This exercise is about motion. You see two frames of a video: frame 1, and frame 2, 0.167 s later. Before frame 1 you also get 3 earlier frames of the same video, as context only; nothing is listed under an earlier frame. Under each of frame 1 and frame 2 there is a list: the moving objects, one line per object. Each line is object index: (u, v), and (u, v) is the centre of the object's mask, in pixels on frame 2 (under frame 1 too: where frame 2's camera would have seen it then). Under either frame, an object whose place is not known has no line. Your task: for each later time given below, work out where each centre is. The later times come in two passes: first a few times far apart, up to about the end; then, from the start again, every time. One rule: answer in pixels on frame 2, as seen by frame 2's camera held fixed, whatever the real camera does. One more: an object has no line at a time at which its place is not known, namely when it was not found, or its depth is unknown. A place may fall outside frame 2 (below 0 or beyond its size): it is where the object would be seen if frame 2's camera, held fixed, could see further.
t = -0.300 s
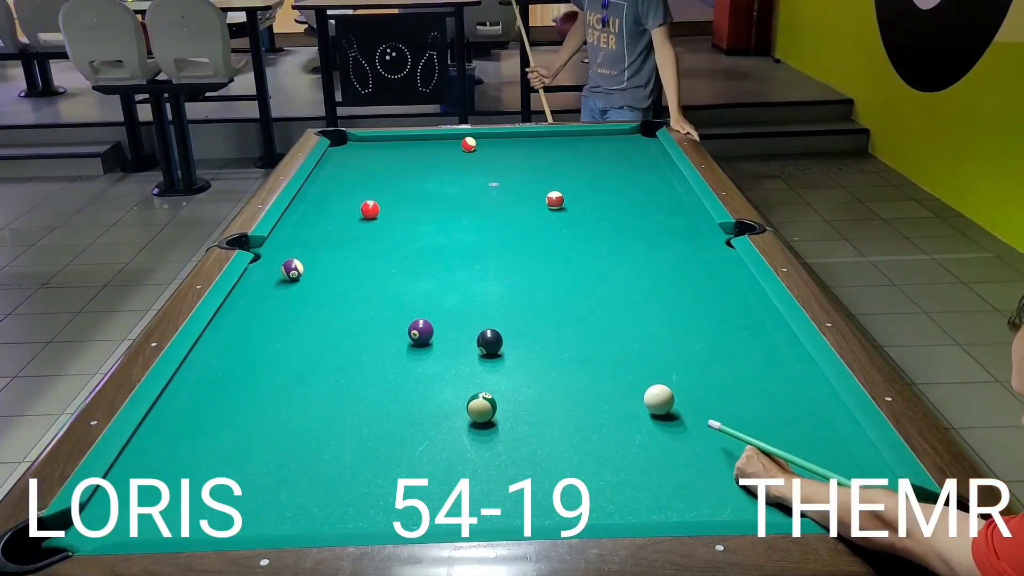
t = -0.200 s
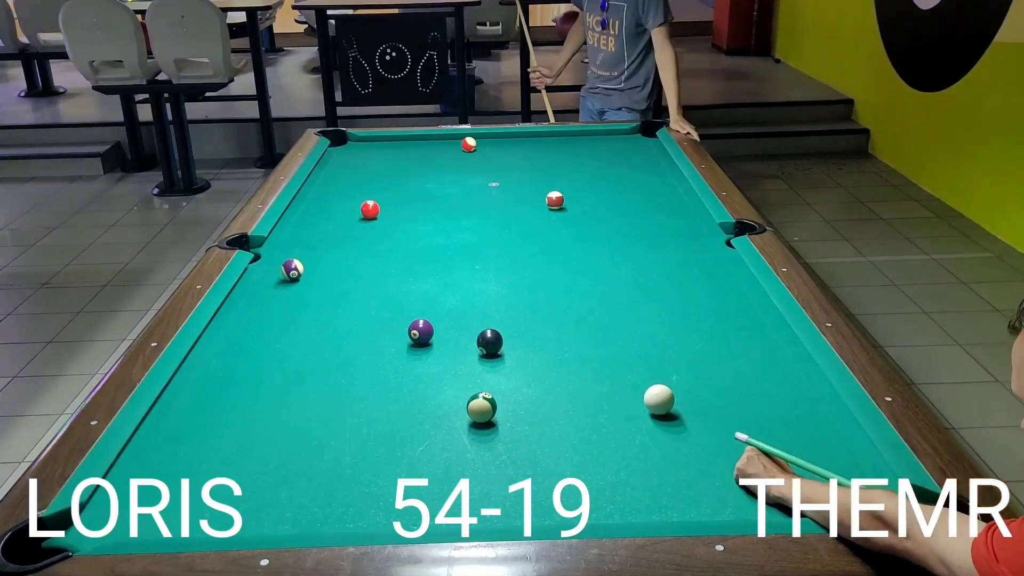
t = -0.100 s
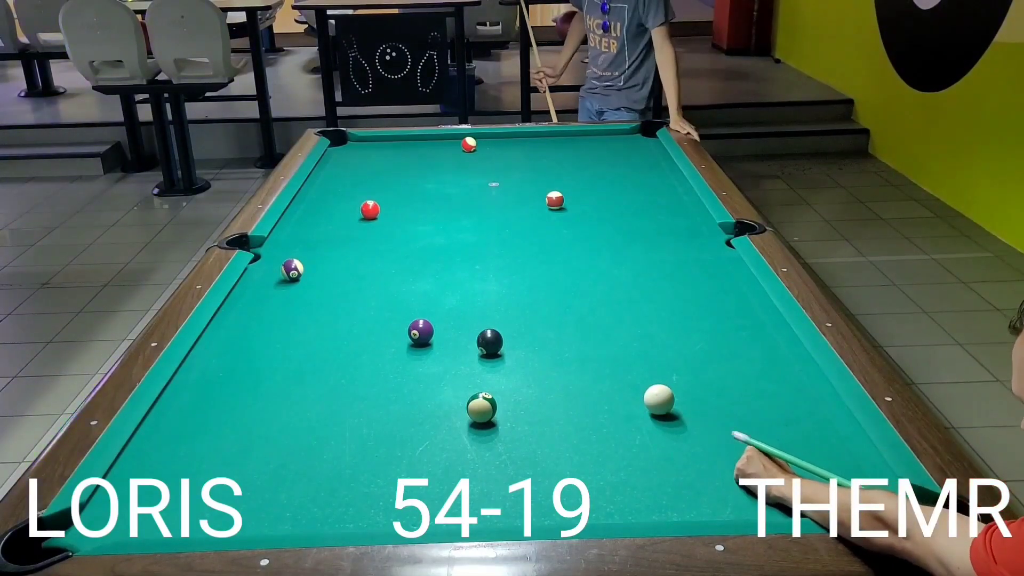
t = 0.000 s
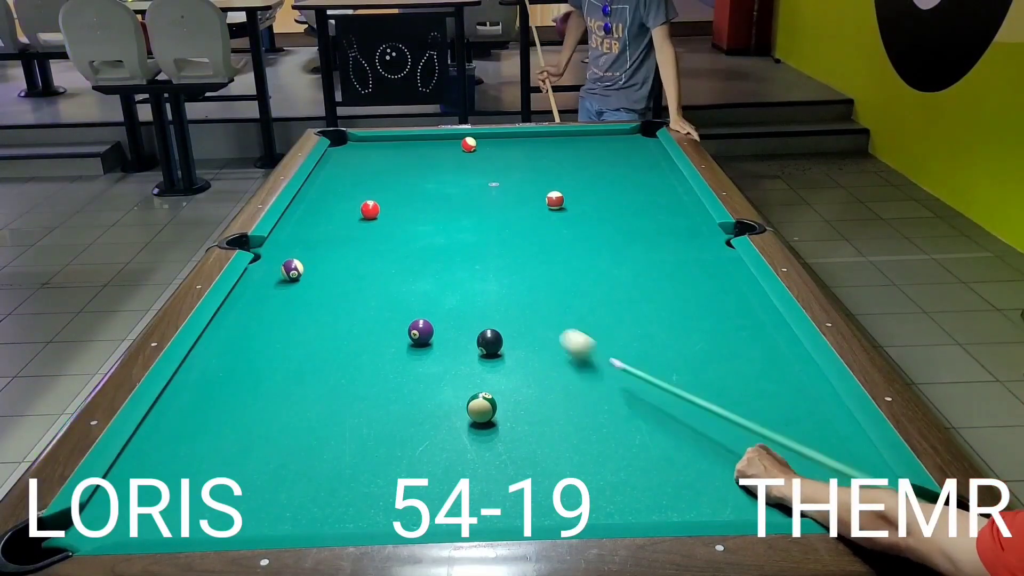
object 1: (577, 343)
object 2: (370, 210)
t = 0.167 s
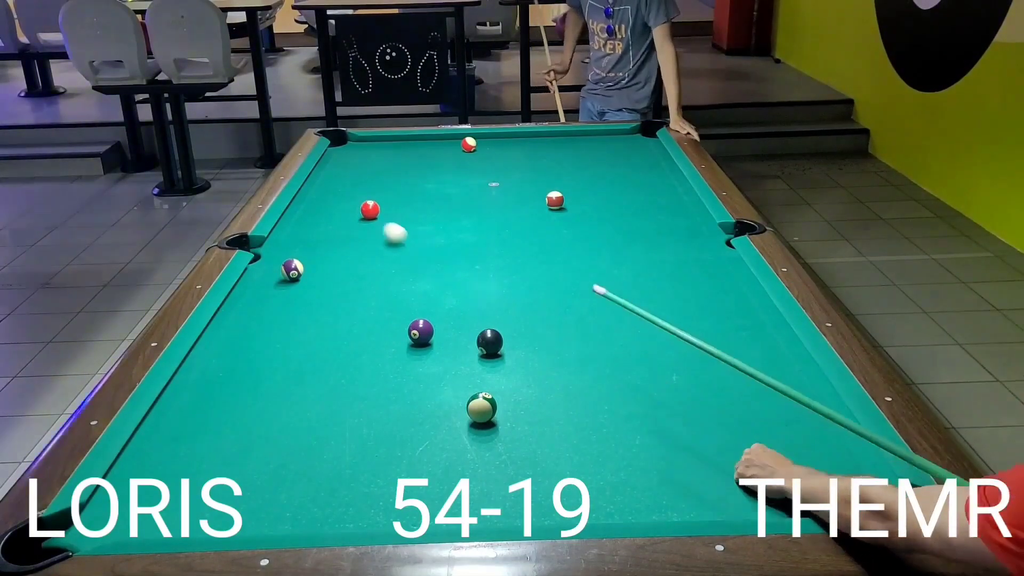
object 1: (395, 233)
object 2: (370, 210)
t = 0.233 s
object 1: (339, 215)
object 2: (377, 200)
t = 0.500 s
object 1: (401, 209)
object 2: (420, 139)
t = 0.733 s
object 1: (496, 200)
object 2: (413, 175)
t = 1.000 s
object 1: (596, 190)
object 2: (402, 227)
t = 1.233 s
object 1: (678, 181)
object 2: (388, 292)
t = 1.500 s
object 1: (628, 181)
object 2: (364, 407)
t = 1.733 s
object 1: (587, 181)
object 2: (346, 492)
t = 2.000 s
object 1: (544, 182)
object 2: (374, 389)
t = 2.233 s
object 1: (507, 182)
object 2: (390, 330)
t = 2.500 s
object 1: (466, 182)
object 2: (403, 278)
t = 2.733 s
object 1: (432, 183)
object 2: (413, 243)
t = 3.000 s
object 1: (394, 184)
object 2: (421, 210)
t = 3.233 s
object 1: (362, 184)
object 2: (426, 187)
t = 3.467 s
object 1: (331, 185)
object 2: (431, 167)
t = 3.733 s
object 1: (318, 185)
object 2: (436, 148)
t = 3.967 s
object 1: (334, 185)
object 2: (438, 138)
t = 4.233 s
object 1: (351, 185)
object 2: (435, 150)
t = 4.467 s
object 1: (365, 185)
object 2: (432, 162)
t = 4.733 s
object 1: (379, 184)
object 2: (428, 175)
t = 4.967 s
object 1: (390, 185)
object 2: (425, 188)
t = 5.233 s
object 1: (401, 185)
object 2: (421, 203)
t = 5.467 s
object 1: (410, 185)
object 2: (416, 218)
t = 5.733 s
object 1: (418, 185)
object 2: (409, 235)
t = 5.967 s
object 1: (424, 186)
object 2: (403, 253)
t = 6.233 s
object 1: (430, 186)
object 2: (395, 274)
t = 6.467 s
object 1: (434, 186)
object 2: (386, 294)
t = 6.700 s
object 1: (436, 186)
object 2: (377, 315)
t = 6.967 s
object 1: (438, 186)
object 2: (365, 342)
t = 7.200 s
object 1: (437, 187)
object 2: (354, 367)
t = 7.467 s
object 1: (437, 187)
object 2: (341, 399)
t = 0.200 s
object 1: (370, 218)
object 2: (370, 206)
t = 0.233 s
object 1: (339, 215)
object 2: (377, 200)
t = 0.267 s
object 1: (308, 214)
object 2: (384, 189)
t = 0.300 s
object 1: (297, 214)
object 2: (391, 179)
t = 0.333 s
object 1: (316, 213)
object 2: (398, 169)
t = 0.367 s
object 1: (334, 213)
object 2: (404, 161)
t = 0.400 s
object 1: (352, 212)
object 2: (409, 153)
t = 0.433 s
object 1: (369, 211)
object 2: (414, 146)
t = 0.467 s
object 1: (385, 210)
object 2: (418, 140)
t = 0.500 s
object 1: (401, 209)
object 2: (420, 139)
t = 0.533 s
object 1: (415, 208)
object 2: (419, 143)
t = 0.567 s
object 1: (430, 207)
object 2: (418, 149)
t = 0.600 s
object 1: (443, 206)
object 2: (417, 154)
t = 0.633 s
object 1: (456, 204)
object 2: (416, 159)
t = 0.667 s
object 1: (470, 203)
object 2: (415, 164)
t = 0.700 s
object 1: (483, 202)
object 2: (414, 169)
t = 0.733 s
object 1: (496, 200)
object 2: (413, 175)
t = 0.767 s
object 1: (509, 199)
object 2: (412, 180)
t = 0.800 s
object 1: (521, 197)
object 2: (411, 186)
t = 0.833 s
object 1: (534, 196)
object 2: (409, 192)
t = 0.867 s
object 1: (544, 193)
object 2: (408, 199)
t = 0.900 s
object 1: (560, 191)
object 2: (407, 205)
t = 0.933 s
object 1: (572, 192)
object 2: (405, 212)
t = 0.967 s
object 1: (584, 191)
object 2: (404, 219)
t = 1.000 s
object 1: (596, 190)
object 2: (402, 227)
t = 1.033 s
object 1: (608, 188)
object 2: (400, 235)
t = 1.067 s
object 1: (620, 187)
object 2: (398, 243)
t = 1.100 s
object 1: (631, 186)
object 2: (397, 252)
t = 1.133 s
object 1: (643, 185)
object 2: (395, 261)
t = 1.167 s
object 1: (655, 184)
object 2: (393, 271)
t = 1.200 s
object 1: (667, 182)
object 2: (391, 281)
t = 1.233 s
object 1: (678, 181)
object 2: (388, 292)
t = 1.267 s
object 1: (672, 181)
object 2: (386, 303)
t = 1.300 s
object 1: (664, 181)
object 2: (383, 316)
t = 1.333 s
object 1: (657, 181)
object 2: (380, 328)
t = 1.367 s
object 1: (651, 181)
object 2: (377, 342)
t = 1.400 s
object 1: (645, 181)
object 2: (374, 356)
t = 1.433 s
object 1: (639, 181)
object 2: (371, 371)
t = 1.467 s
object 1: (633, 181)
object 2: (367, 389)
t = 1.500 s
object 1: (628, 181)
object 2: (364, 407)
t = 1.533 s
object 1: (622, 181)
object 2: (360, 425)
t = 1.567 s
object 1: (616, 181)
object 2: (355, 445)
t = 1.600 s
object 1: (610, 181)
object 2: (350, 467)
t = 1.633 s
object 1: (605, 181)
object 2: (345, 491)
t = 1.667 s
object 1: (599, 181)
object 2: (340, 514)
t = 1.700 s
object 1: (593, 181)
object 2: (341, 512)
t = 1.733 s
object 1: (587, 181)
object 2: (346, 492)
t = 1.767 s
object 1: (582, 181)
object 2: (351, 474)
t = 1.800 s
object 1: (576, 181)
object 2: (355, 458)
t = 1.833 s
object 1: (571, 181)
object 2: (359, 444)
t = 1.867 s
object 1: (565, 181)
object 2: (362, 431)
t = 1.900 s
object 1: (560, 181)
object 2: (365, 420)
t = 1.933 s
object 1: (554, 181)
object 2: (368, 409)
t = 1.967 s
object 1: (549, 182)
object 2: (371, 399)
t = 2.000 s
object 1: (544, 182)
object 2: (374, 389)
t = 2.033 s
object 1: (538, 182)
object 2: (376, 379)
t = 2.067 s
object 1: (533, 182)
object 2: (379, 370)
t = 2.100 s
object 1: (528, 182)
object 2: (381, 361)
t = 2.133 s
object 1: (522, 182)
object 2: (384, 353)
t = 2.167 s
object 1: (517, 182)
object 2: (386, 345)
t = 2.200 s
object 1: (512, 182)
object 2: (388, 337)
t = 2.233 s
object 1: (507, 182)
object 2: (390, 330)
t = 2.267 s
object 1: (502, 182)
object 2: (392, 322)
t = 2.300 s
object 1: (497, 182)
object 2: (394, 315)
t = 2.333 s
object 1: (491, 182)
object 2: (395, 308)
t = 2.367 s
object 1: (486, 182)
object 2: (397, 302)
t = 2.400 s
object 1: (481, 182)
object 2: (399, 296)
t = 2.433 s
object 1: (476, 182)
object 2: (400, 290)
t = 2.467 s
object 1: (471, 182)
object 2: (402, 284)
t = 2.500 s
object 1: (466, 182)
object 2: (403, 278)
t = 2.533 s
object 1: (461, 183)
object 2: (405, 273)
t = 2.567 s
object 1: (456, 183)
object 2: (406, 267)
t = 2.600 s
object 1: (452, 183)
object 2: (408, 262)
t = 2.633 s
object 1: (447, 183)
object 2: (409, 257)
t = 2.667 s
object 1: (442, 183)
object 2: (410, 252)
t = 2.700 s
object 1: (437, 183)
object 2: (411, 247)
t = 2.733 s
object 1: (432, 183)
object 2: (413, 243)
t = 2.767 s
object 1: (427, 183)
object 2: (414, 238)
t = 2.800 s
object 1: (422, 183)
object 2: (415, 234)
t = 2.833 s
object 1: (418, 183)
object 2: (416, 230)
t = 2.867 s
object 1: (413, 183)
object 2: (417, 226)
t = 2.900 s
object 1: (408, 184)
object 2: (418, 222)
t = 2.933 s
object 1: (403, 184)
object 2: (419, 218)
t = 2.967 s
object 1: (399, 184)
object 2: (420, 214)
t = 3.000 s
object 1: (394, 184)
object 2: (421, 210)
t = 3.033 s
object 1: (389, 184)
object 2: (422, 207)
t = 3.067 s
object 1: (385, 184)
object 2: (423, 203)
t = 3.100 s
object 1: (380, 184)
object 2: (423, 200)
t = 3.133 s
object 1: (376, 184)
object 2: (424, 197)
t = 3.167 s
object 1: (371, 184)
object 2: (425, 193)
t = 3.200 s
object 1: (366, 184)
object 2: (426, 190)
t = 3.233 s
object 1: (362, 184)
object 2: (426, 187)
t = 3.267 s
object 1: (357, 184)
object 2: (427, 184)
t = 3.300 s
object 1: (353, 184)
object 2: (428, 181)
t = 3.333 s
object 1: (348, 185)
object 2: (428, 178)
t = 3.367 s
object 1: (344, 184)
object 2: (429, 175)
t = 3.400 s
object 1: (340, 185)
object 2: (430, 173)
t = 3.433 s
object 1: (335, 185)
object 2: (430, 170)
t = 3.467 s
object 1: (331, 185)
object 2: (431, 167)
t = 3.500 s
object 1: (326, 185)
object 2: (432, 165)
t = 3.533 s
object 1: (322, 185)
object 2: (432, 162)
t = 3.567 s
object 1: (318, 185)
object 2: (433, 160)
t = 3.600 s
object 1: (313, 185)
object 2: (433, 157)
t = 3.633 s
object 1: (311, 185)
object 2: (434, 155)
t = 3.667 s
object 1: (313, 185)
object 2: (434, 153)
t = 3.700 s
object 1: (316, 185)
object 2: (435, 150)
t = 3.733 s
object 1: (318, 185)
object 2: (436, 148)
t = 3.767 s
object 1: (321, 185)
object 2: (436, 146)
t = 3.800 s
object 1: (323, 185)
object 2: (436, 144)
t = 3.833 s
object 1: (325, 185)
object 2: (437, 142)
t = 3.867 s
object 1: (328, 185)
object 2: (437, 140)
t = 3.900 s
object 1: (330, 185)
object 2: (438, 138)
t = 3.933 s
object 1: (332, 185)
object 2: (438, 136)
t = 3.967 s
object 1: (334, 185)
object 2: (438, 138)
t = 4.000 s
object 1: (337, 185)
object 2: (437, 140)
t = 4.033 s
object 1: (339, 185)
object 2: (437, 142)
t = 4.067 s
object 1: (341, 185)
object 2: (436, 143)
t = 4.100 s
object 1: (343, 185)
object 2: (436, 144)
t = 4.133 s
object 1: (345, 185)
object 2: (436, 146)
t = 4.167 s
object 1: (347, 185)
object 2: (435, 148)
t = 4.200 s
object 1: (349, 185)
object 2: (435, 149)
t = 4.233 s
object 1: (351, 185)
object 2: (435, 150)
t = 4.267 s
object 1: (353, 184)
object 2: (434, 152)
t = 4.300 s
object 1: (355, 185)
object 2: (434, 154)
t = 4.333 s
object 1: (357, 185)
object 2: (434, 155)
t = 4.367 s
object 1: (359, 185)
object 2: (433, 157)
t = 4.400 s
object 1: (361, 185)
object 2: (433, 158)
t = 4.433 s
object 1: (363, 185)
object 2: (433, 160)
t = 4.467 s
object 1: (365, 185)
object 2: (432, 162)
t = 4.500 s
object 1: (367, 185)
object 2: (431, 163)
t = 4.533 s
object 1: (369, 185)
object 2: (431, 165)
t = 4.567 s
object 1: (370, 184)
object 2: (431, 167)
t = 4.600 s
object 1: (372, 184)
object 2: (430, 168)
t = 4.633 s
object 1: (374, 184)
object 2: (430, 170)
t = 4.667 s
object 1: (376, 184)
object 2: (429, 172)
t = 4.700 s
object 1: (377, 185)
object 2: (429, 173)
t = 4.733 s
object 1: (379, 184)
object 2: (428, 175)
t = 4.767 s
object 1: (381, 184)
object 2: (428, 177)
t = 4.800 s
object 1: (382, 185)
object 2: (428, 179)
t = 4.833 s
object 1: (384, 185)
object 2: (427, 180)
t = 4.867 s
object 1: (385, 185)
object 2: (427, 182)
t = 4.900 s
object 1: (387, 185)
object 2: (426, 184)
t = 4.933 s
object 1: (389, 185)
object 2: (425, 186)
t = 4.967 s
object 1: (390, 185)
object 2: (425, 188)
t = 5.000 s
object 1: (391, 185)
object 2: (425, 189)
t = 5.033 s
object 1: (393, 185)
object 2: (424, 192)
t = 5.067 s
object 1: (394, 185)
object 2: (424, 193)
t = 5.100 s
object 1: (396, 185)
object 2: (423, 195)
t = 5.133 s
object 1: (397, 185)
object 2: (423, 197)
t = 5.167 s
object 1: (398, 185)
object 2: (422, 199)
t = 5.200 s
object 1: (400, 185)
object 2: (421, 201)
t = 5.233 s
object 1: (401, 185)
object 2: (421, 203)
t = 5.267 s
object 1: (403, 185)
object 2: (420, 205)
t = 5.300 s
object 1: (404, 185)
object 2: (420, 207)
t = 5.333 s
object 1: (405, 185)
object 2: (419, 209)
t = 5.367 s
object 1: (406, 185)
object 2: (418, 211)
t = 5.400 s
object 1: (408, 185)
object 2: (417, 213)
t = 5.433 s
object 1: (409, 185)
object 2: (417, 216)
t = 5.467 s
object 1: (410, 185)
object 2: (416, 218)
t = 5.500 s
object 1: (411, 185)
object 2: (415, 220)
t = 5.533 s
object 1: (412, 185)
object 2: (414, 222)
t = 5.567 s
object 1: (413, 185)
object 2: (413, 224)
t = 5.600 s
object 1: (414, 185)
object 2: (412, 227)
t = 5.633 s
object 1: (415, 185)
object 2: (412, 229)
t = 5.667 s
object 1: (416, 185)
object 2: (411, 231)
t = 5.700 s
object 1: (417, 185)
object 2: (410, 233)
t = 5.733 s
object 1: (418, 185)
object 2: (409, 235)
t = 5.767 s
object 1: (419, 185)
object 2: (408, 238)
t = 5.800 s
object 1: (420, 185)
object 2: (407, 241)
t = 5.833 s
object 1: (421, 186)
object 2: (406, 243)
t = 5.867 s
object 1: (422, 185)
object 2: (406, 245)
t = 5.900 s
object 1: (423, 186)
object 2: (405, 248)
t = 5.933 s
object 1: (423, 186)
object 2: (404, 250)
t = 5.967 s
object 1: (424, 186)
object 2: (403, 253)
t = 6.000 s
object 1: (425, 186)
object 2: (402, 255)
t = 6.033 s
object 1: (426, 186)
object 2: (401, 258)
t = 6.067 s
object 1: (427, 186)
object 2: (400, 260)
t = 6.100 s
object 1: (427, 186)
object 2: (399, 263)
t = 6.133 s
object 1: (428, 186)
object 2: (398, 266)
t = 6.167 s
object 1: (429, 186)
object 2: (397, 268)
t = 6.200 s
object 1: (429, 186)
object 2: (396, 271)
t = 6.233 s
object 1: (430, 186)
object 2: (395, 274)
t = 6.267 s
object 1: (431, 186)
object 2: (393, 277)
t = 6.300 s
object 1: (431, 186)
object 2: (392, 279)
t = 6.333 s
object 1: (432, 186)
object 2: (391, 282)
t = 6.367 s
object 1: (432, 186)
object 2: (390, 285)
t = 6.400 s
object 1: (433, 186)
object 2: (389, 288)
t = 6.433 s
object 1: (433, 186)
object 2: (388, 291)
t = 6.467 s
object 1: (434, 186)
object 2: (386, 294)
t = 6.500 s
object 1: (434, 186)
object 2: (385, 297)
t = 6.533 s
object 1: (435, 186)
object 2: (384, 300)
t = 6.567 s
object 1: (435, 186)
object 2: (383, 303)
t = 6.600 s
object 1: (435, 186)
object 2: (381, 306)
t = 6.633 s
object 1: (436, 186)
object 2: (380, 309)
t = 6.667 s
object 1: (436, 186)
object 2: (378, 312)
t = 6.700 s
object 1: (436, 186)
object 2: (377, 315)
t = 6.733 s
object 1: (437, 186)
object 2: (376, 319)
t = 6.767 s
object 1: (437, 186)
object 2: (374, 322)
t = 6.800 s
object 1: (437, 186)
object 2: (373, 325)
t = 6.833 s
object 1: (437, 186)
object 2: (371, 328)
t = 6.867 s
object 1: (437, 186)
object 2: (370, 331)
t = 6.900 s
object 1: (437, 186)
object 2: (368, 335)
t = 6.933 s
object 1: (438, 186)
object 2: (367, 338)
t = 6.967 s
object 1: (438, 186)
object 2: (365, 342)
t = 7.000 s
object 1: (438, 187)
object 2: (364, 345)
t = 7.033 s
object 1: (438, 187)
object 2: (362, 349)
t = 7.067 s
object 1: (438, 187)
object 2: (361, 352)
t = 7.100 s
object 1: (438, 187)
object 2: (359, 356)
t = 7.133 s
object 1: (437, 187)
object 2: (358, 360)
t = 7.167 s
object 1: (437, 187)
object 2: (356, 363)
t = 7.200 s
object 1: (437, 187)
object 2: (354, 367)
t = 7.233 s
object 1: (437, 187)
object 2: (353, 371)
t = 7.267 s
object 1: (437, 187)
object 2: (351, 375)
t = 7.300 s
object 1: (437, 187)
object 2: (349, 379)
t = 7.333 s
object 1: (437, 187)
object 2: (348, 383)
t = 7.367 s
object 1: (437, 187)
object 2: (346, 386)
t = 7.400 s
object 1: (437, 187)
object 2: (344, 390)
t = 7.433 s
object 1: (437, 187)
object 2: (342, 394)
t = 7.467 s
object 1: (437, 187)
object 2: (341, 399)
